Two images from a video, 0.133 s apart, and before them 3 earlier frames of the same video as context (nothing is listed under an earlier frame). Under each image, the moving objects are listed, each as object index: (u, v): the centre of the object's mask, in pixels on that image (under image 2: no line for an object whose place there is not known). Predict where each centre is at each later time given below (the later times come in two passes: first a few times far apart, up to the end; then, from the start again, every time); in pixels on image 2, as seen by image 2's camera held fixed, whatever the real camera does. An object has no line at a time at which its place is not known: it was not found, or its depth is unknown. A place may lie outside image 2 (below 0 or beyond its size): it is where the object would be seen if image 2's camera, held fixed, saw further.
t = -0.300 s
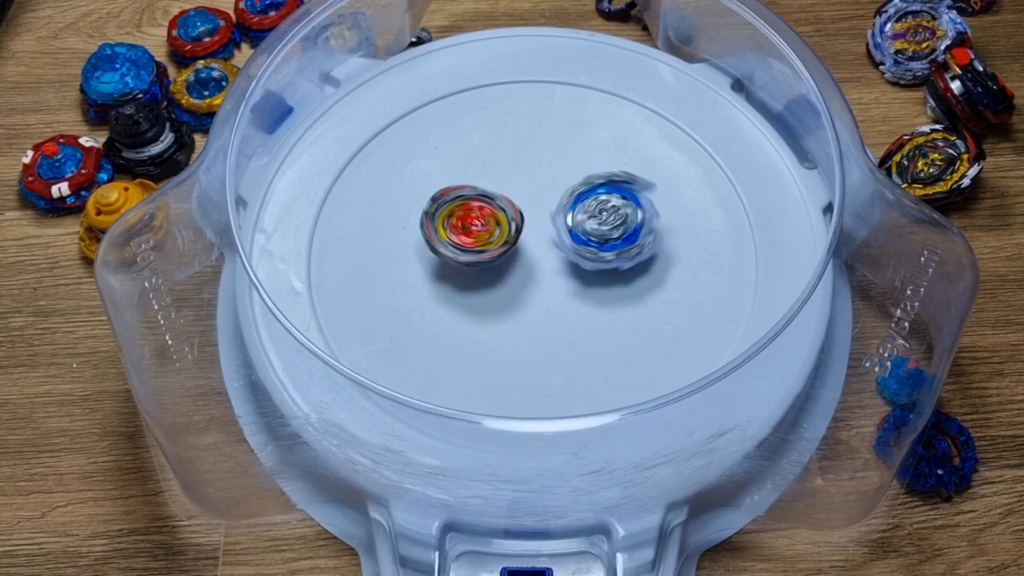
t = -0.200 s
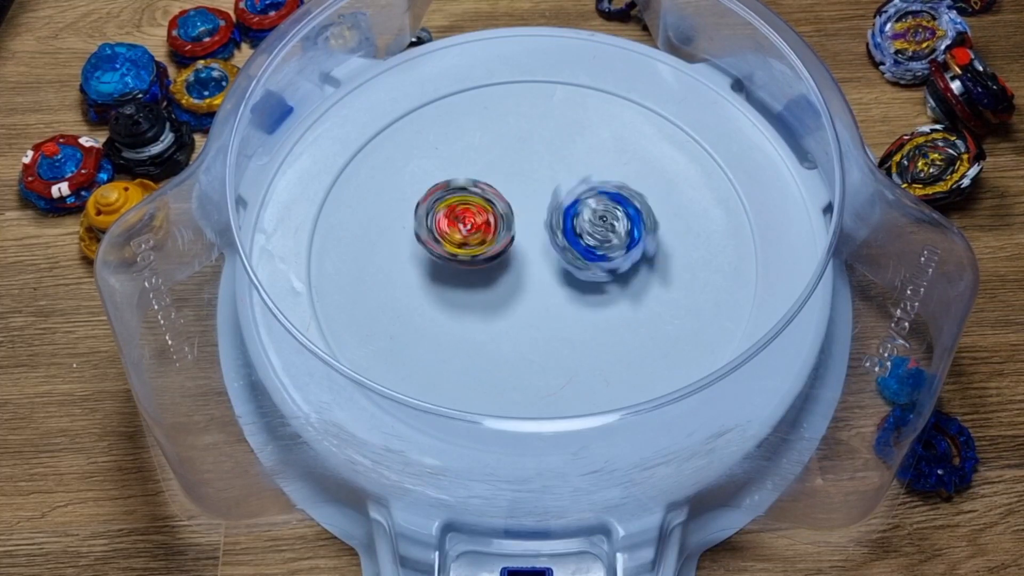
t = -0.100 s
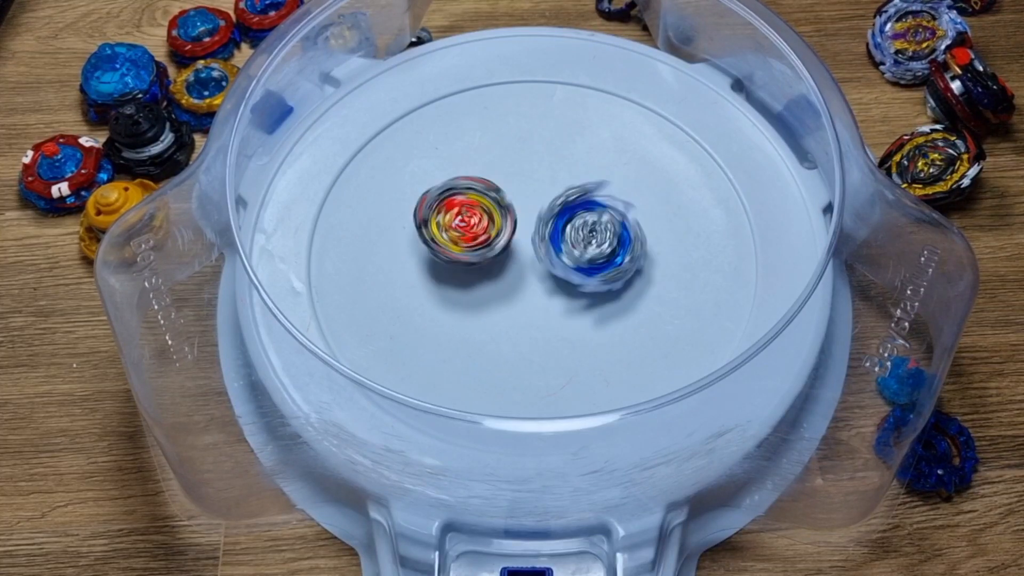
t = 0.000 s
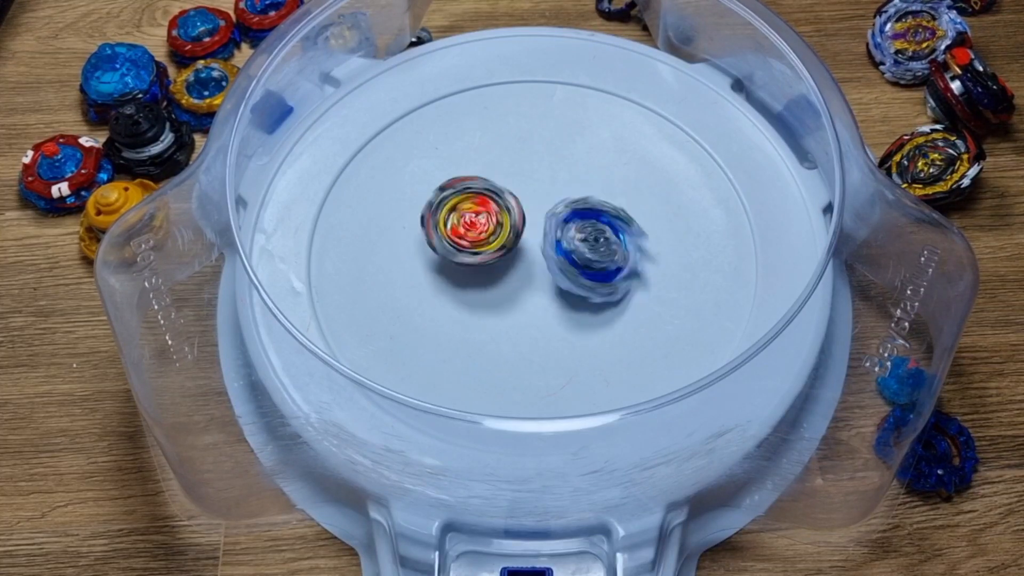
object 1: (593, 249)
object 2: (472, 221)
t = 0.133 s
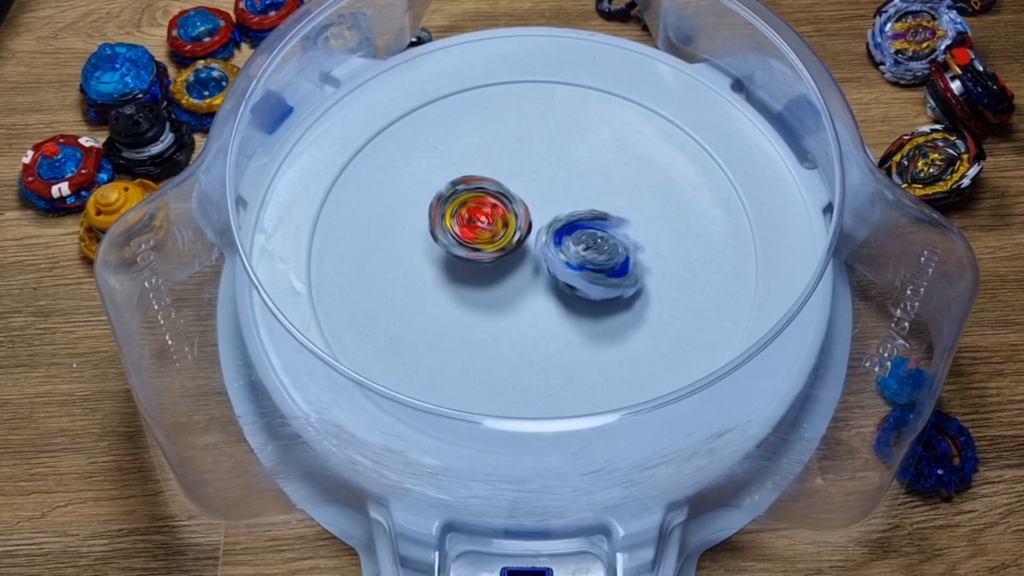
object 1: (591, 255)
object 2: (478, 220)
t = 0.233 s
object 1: (587, 257)
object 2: (479, 219)
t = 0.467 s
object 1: (593, 251)
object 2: (479, 209)
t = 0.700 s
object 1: (583, 254)
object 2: (482, 206)
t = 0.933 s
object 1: (592, 271)
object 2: (499, 204)
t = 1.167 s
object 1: (584, 269)
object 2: (491, 216)
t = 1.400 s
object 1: (573, 269)
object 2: (496, 223)
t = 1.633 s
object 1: (579, 289)
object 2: (483, 210)
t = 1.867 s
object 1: (575, 285)
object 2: (474, 230)
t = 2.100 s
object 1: (546, 281)
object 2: (470, 227)
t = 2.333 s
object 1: (532, 272)
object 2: (440, 227)
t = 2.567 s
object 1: (549, 266)
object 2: (441, 228)
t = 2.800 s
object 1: (545, 258)
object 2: (455, 255)
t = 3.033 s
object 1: (551, 252)
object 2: (454, 258)
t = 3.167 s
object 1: (548, 253)
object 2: (456, 243)
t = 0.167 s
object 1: (591, 256)
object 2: (477, 219)
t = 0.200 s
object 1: (588, 254)
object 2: (480, 218)
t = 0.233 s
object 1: (587, 257)
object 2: (479, 219)
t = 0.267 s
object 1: (586, 256)
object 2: (479, 217)
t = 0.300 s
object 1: (585, 259)
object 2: (484, 219)
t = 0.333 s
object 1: (585, 257)
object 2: (484, 219)
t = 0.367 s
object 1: (587, 260)
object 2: (484, 218)
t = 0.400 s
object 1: (587, 255)
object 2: (488, 220)
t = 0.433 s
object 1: (595, 255)
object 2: (482, 214)
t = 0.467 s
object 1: (593, 251)
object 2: (479, 209)
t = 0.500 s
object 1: (594, 250)
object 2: (479, 209)
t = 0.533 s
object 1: (587, 249)
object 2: (481, 208)
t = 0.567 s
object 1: (587, 251)
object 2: (479, 209)
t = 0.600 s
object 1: (584, 252)
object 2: (477, 210)
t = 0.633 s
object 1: (585, 255)
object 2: (477, 208)
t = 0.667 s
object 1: (584, 255)
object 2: (478, 206)
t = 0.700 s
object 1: (583, 254)
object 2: (482, 206)
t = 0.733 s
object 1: (585, 259)
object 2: (484, 204)
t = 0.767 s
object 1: (588, 258)
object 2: (485, 202)
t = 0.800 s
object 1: (583, 261)
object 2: (492, 205)
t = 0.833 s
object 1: (586, 262)
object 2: (492, 204)
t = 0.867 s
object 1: (589, 267)
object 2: (491, 202)
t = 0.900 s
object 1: (592, 269)
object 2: (497, 201)
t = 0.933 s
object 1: (592, 271)
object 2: (499, 204)
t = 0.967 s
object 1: (593, 269)
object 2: (501, 208)
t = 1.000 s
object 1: (588, 271)
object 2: (497, 212)
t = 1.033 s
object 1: (588, 268)
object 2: (494, 216)
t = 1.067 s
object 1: (583, 273)
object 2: (491, 215)
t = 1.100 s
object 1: (584, 269)
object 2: (489, 217)
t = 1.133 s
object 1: (582, 272)
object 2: (491, 216)
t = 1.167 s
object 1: (584, 269)
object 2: (491, 216)
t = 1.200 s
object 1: (580, 271)
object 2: (494, 217)
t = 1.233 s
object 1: (586, 270)
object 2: (490, 216)
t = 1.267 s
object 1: (586, 271)
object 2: (492, 216)
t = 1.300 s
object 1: (587, 268)
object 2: (495, 214)
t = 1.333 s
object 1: (585, 268)
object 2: (499, 216)
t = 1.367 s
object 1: (583, 265)
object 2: (501, 218)
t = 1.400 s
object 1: (573, 269)
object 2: (496, 223)
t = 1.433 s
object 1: (572, 273)
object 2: (492, 224)
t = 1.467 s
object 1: (568, 277)
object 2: (488, 226)
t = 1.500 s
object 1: (574, 282)
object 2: (485, 227)
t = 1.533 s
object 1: (581, 284)
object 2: (476, 218)
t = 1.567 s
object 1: (584, 288)
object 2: (473, 213)
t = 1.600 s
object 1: (585, 288)
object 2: (478, 209)
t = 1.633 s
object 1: (579, 289)
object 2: (483, 210)
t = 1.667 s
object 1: (580, 289)
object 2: (491, 210)
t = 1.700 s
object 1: (575, 286)
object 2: (496, 212)
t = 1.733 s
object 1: (567, 289)
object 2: (501, 216)
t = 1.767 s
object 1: (573, 290)
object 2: (497, 226)
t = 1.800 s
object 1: (577, 287)
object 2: (487, 232)
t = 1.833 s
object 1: (576, 286)
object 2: (478, 230)
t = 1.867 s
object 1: (575, 285)
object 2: (474, 230)
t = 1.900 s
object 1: (570, 282)
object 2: (475, 227)
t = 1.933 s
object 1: (563, 285)
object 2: (477, 226)
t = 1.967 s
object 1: (558, 289)
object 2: (477, 228)
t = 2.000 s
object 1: (553, 286)
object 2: (479, 227)
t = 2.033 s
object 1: (547, 281)
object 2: (478, 228)
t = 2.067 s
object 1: (545, 280)
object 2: (476, 228)
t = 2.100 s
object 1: (546, 281)
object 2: (470, 227)
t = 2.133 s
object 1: (546, 282)
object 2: (462, 227)
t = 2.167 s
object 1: (544, 282)
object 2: (456, 227)
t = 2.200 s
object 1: (541, 280)
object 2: (451, 227)
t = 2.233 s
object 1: (534, 276)
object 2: (447, 227)
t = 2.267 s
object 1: (528, 275)
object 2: (442, 228)
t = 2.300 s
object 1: (528, 275)
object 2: (440, 227)
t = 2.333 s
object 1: (532, 272)
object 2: (440, 227)
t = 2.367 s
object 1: (536, 268)
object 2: (441, 227)
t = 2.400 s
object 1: (536, 266)
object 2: (442, 228)
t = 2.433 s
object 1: (539, 267)
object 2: (439, 227)
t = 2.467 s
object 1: (543, 269)
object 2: (438, 226)
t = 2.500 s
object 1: (546, 271)
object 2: (438, 226)
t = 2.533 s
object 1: (547, 269)
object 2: (439, 227)
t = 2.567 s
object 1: (549, 266)
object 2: (441, 228)
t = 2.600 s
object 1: (549, 263)
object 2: (444, 230)
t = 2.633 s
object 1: (547, 261)
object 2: (448, 233)
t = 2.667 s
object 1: (546, 259)
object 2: (451, 236)
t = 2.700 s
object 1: (546, 258)
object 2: (454, 241)
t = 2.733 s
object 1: (546, 258)
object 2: (455, 246)
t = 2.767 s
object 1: (546, 258)
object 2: (454, 250)
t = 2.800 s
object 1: (545, 258)
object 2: (455, 255)
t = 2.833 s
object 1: (545, 258)
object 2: (453, 258)
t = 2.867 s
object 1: (546, 258)
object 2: (452, 260)
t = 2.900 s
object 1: (547, 256)
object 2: (451, 262)
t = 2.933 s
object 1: (547, 254)
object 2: (451, 262)
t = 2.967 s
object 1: (549, 253)
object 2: (451, 262)
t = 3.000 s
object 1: (550, 252)
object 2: (452, 260)
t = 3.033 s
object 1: (551, 252)
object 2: (454, 258)
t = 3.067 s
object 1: (551, 252)
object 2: (455, 255)
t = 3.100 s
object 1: (550, 252)
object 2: (456, 251)
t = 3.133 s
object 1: (549, 252)
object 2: (456, 247)
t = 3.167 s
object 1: (548, 253)
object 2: (456, 243)
